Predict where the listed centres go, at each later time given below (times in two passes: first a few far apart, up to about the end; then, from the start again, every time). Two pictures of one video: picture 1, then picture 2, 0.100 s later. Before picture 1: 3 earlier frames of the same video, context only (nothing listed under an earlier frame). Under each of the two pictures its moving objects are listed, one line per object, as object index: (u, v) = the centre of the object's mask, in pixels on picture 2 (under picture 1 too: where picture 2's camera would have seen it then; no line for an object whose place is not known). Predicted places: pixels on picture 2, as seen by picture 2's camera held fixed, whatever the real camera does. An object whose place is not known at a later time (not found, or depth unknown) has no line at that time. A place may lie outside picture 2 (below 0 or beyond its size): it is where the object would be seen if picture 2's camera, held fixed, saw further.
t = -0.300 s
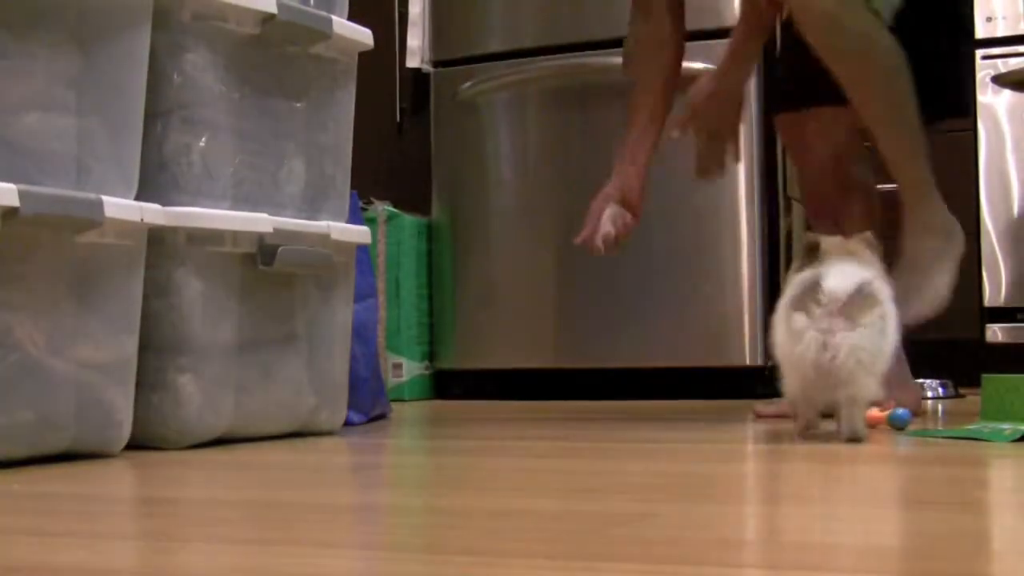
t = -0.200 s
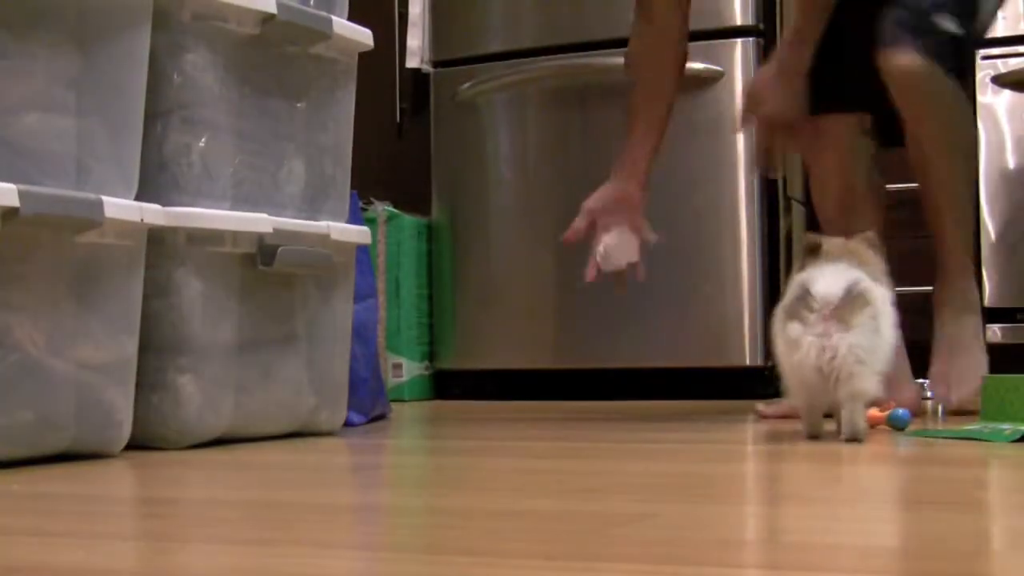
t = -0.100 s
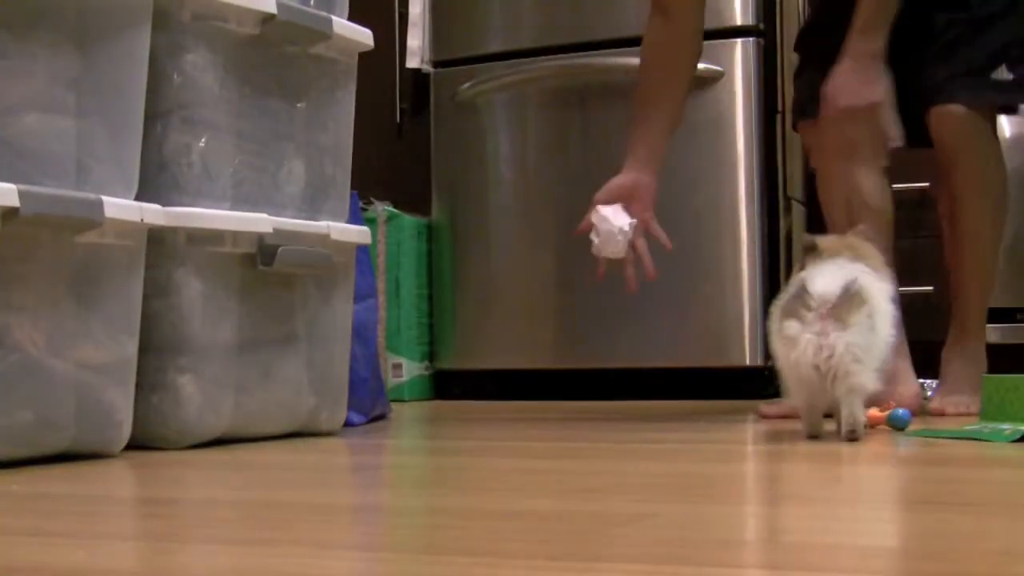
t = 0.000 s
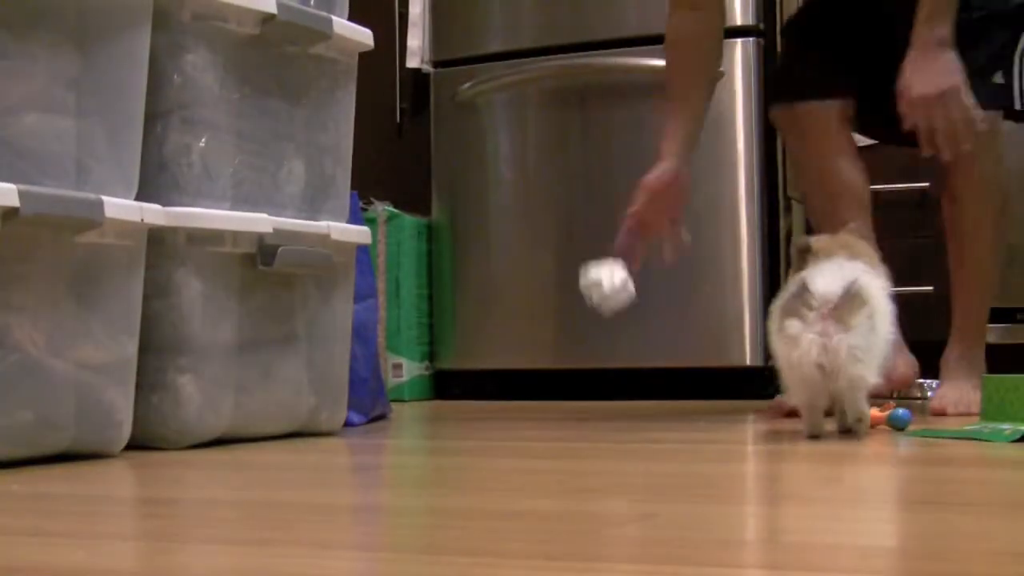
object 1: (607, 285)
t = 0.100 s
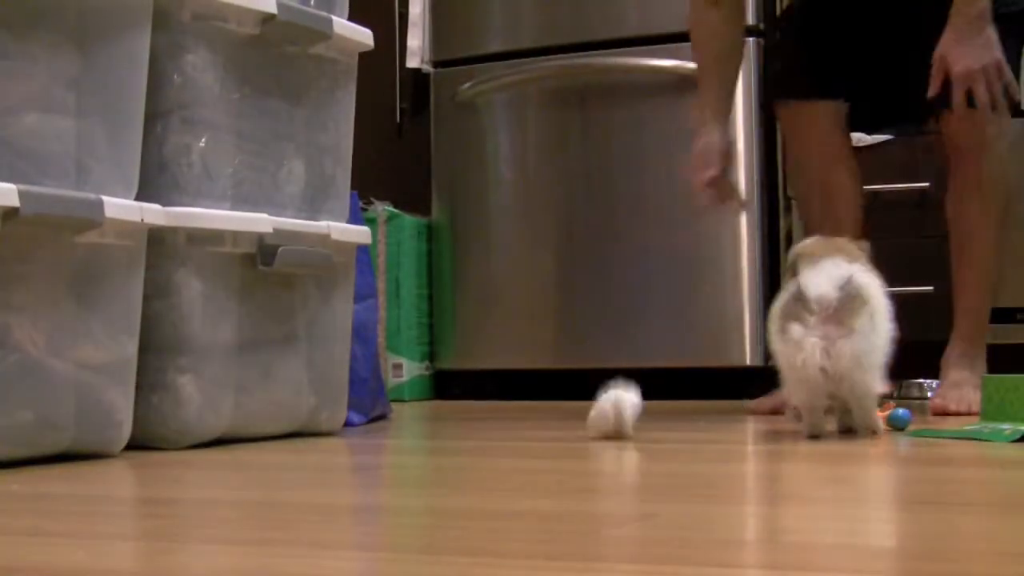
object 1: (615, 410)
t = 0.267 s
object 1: (620, 406)
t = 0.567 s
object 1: (602, 435)
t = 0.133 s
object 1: (618, 398)
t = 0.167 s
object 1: (620, 389)
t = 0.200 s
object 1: (617, 397)
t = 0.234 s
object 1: (621, 413)
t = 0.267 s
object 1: (620, 406)
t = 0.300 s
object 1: (621, 394)
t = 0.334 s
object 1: (620, 391)
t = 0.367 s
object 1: (618, 396)
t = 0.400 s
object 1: (617, 419)
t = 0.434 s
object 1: (616, 420)
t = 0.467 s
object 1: (612, 422)
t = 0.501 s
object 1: (611, 432)
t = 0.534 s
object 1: (608, 432)
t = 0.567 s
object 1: (602, 435)
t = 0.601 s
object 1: (598, 440)
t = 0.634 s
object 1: (594, 447)
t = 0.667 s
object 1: (592, 447)
